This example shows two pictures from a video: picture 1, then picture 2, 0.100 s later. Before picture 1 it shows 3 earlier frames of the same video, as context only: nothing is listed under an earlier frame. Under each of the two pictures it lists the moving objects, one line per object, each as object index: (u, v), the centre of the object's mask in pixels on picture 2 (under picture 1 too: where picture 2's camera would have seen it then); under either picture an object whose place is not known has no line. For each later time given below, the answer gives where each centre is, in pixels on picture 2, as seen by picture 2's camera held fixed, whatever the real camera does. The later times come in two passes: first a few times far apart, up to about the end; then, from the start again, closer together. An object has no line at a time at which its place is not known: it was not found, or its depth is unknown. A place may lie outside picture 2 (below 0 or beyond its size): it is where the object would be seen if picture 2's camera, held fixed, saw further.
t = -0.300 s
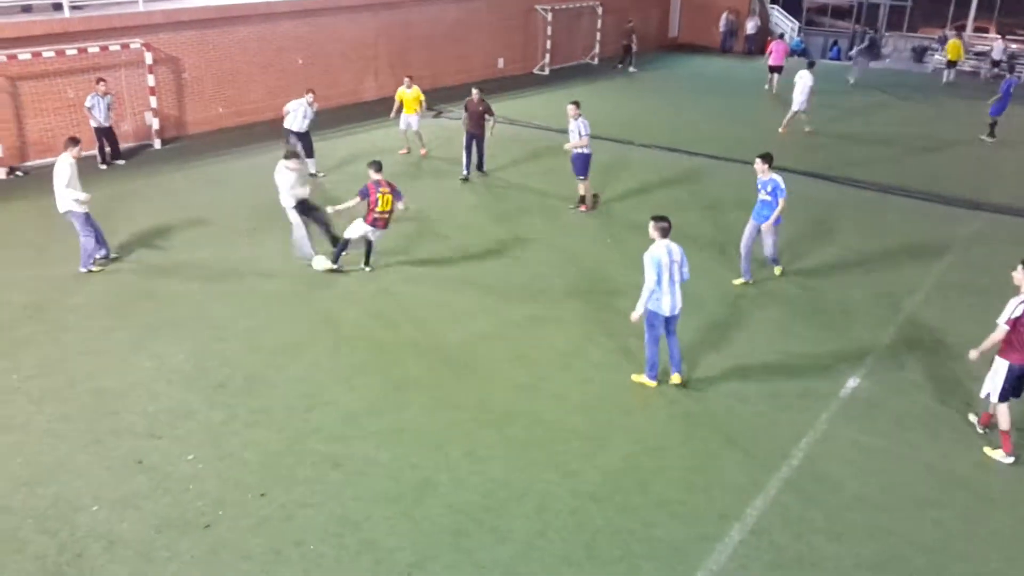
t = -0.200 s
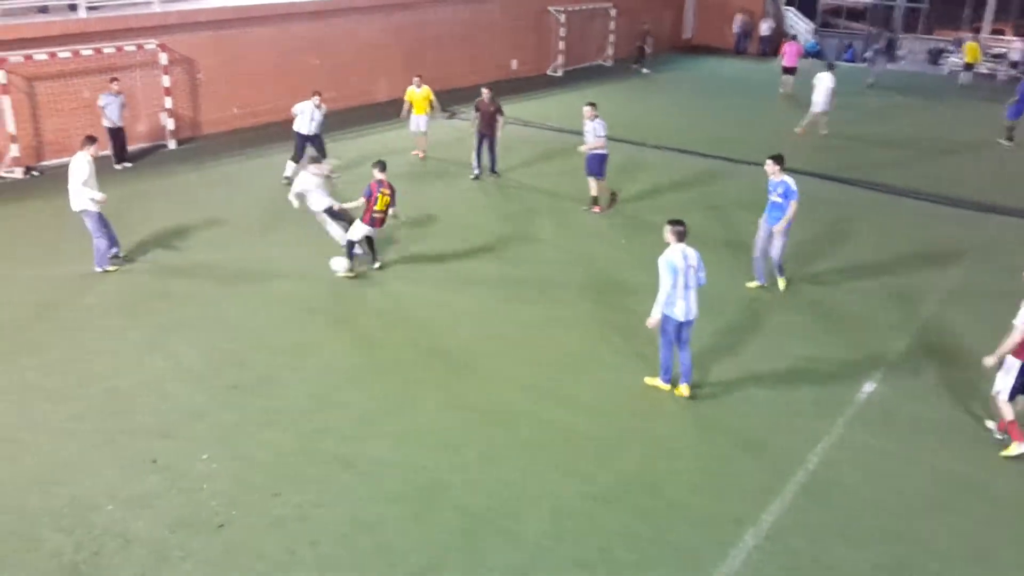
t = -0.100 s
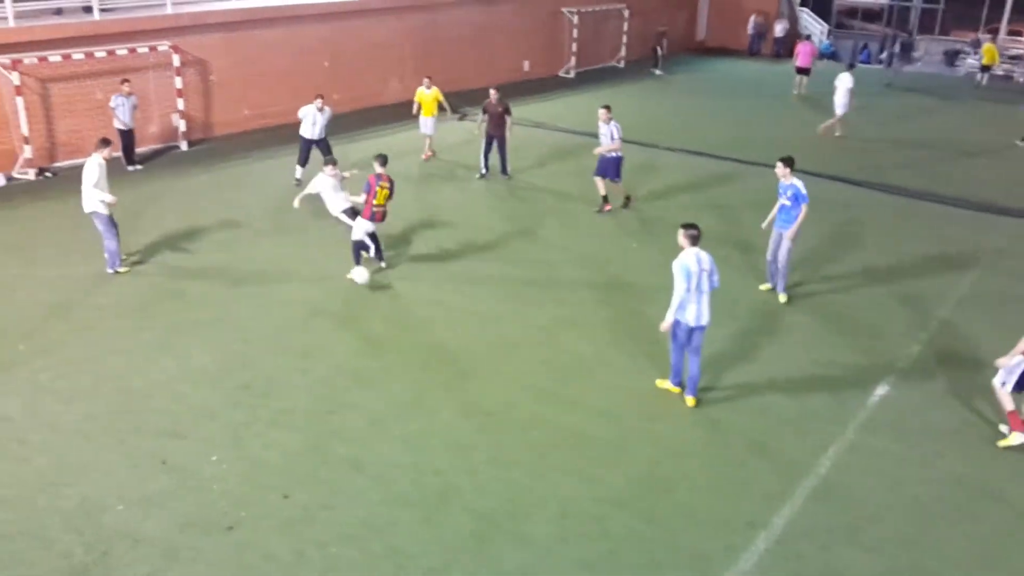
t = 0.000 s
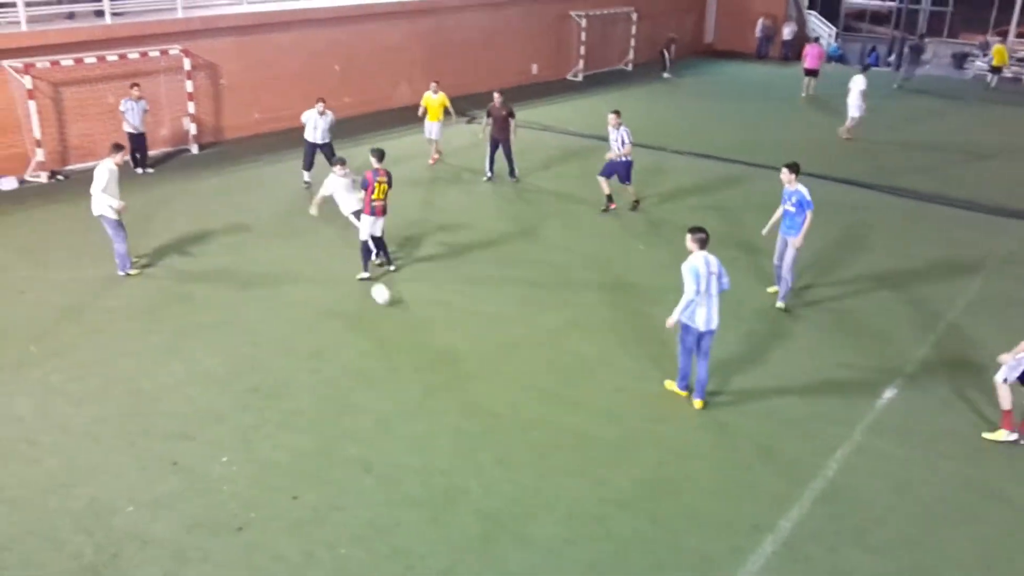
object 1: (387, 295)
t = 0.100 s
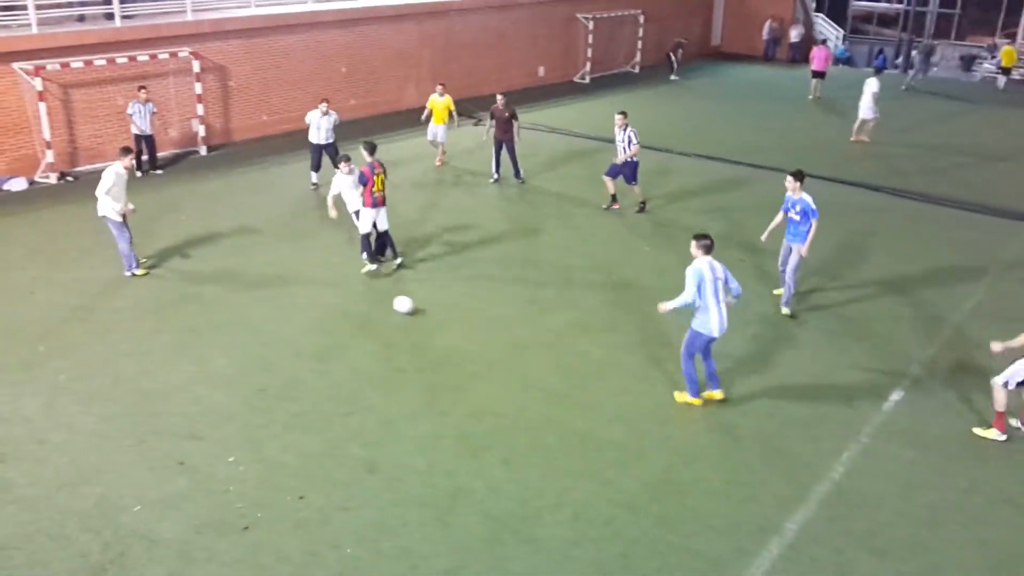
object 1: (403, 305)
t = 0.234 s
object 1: (427, 318)
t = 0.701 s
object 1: (517, 362)
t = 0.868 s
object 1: (552, 381)
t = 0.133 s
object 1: (409, 307)
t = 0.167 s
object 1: (415, 311)
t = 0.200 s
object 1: (421, 315)
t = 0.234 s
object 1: (427, 318)
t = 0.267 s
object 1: (433, 320)
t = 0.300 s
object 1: (439, 323)
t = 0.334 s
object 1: (445, 326)
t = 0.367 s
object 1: (451, 330)
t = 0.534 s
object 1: (483, 346)
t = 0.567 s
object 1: (490, 350)
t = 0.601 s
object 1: (496, 353)
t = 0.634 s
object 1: (503, 356)
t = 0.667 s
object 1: (510, 359)
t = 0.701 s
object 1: (517, 362)
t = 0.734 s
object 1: (523, 366)
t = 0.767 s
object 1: (531, 370)
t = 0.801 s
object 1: (538, 374)
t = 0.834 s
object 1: (545, 378)
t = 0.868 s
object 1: (552, 381)
